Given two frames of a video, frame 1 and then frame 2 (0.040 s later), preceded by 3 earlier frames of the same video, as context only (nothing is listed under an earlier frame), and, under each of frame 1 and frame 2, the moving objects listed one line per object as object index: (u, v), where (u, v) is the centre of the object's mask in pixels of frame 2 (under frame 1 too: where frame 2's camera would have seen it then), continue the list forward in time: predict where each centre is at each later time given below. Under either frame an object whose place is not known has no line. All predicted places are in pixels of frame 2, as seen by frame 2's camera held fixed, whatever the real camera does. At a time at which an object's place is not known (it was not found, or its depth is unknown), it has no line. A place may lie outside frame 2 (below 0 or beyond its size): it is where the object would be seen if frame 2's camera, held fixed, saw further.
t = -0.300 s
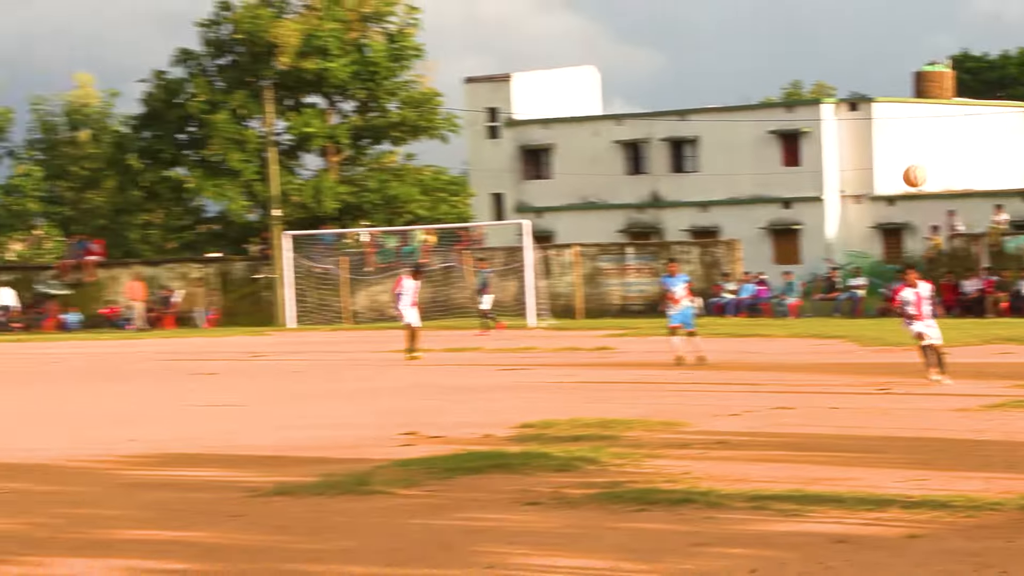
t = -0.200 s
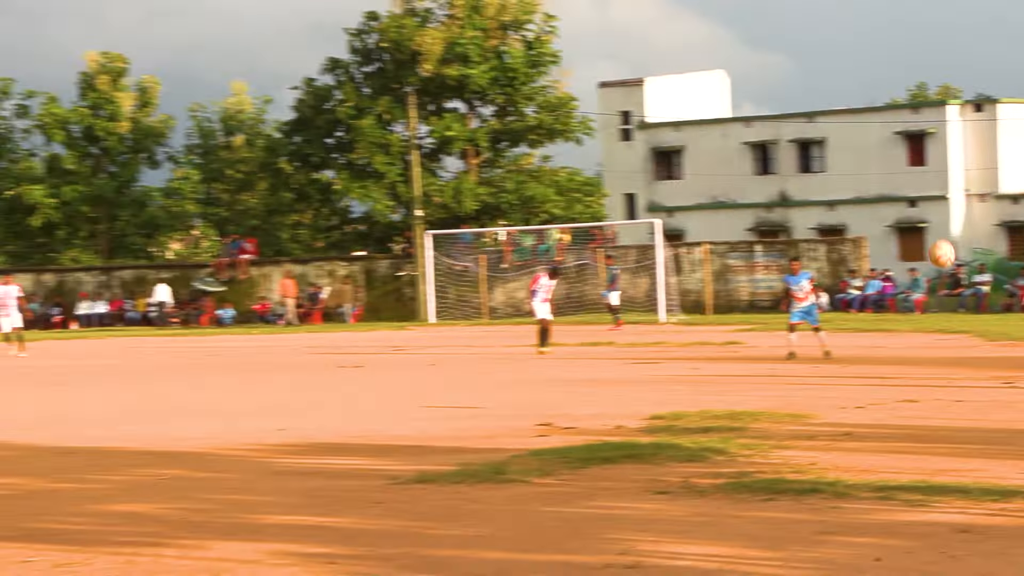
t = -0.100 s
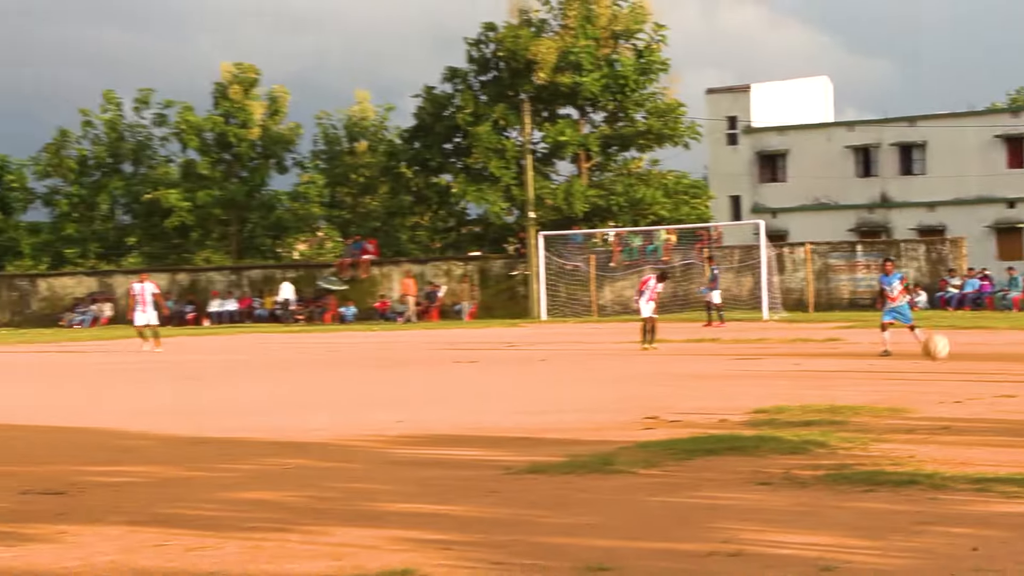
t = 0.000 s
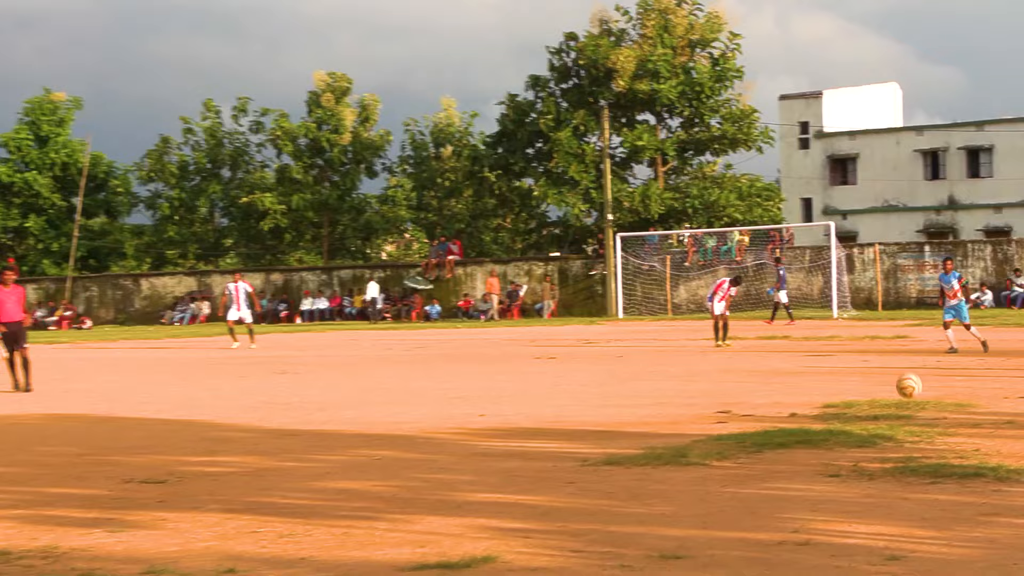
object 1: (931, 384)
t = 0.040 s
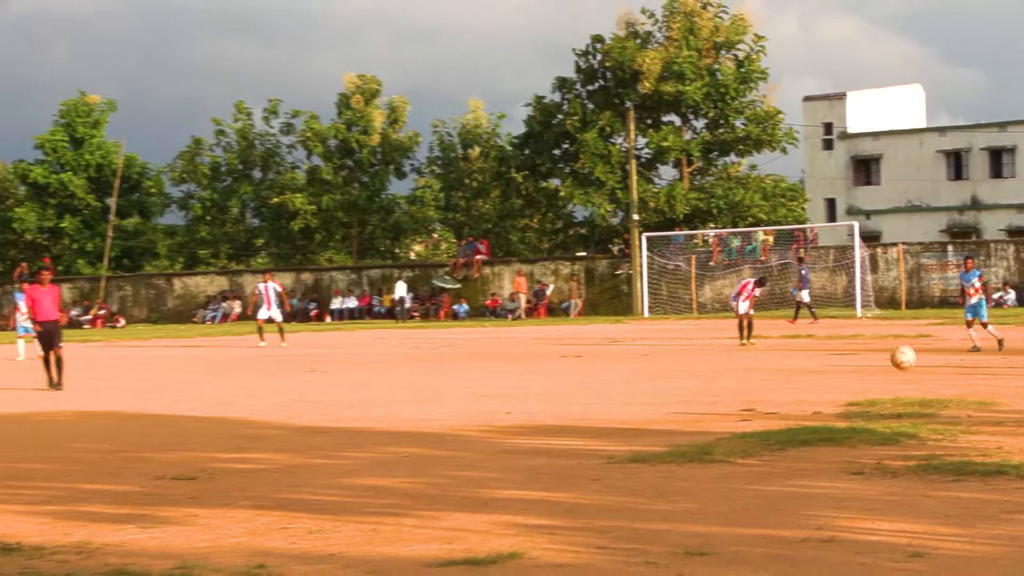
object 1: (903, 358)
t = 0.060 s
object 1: (889, 346)
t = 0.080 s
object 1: (873, 333)
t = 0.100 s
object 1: (859, 322)
